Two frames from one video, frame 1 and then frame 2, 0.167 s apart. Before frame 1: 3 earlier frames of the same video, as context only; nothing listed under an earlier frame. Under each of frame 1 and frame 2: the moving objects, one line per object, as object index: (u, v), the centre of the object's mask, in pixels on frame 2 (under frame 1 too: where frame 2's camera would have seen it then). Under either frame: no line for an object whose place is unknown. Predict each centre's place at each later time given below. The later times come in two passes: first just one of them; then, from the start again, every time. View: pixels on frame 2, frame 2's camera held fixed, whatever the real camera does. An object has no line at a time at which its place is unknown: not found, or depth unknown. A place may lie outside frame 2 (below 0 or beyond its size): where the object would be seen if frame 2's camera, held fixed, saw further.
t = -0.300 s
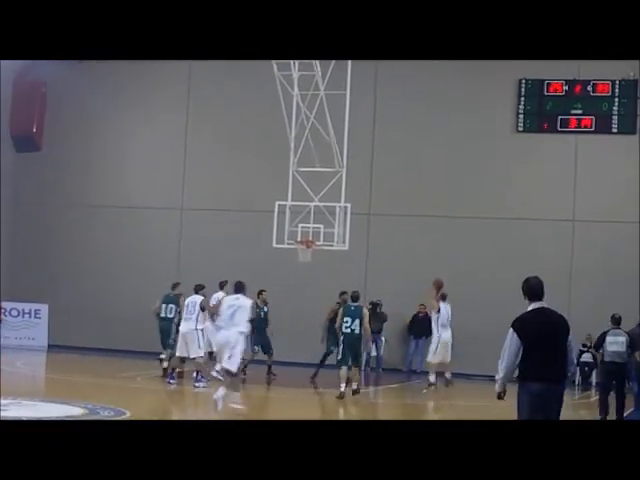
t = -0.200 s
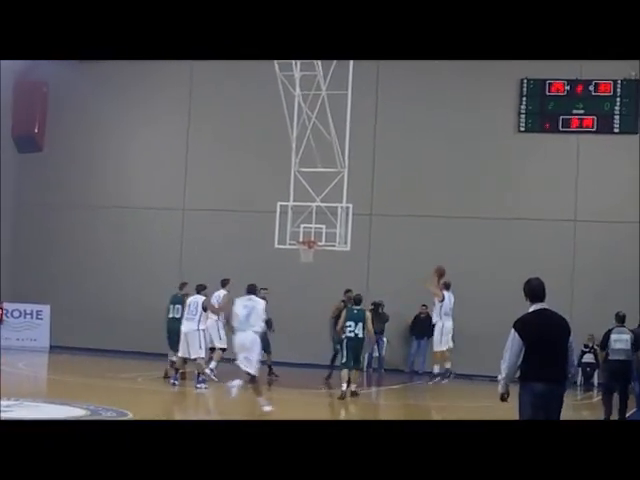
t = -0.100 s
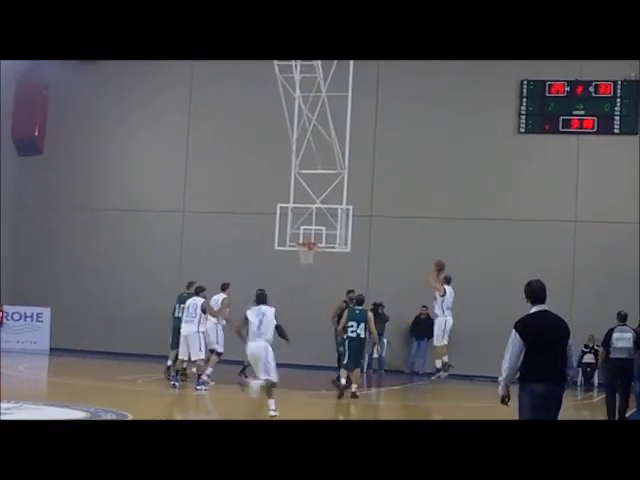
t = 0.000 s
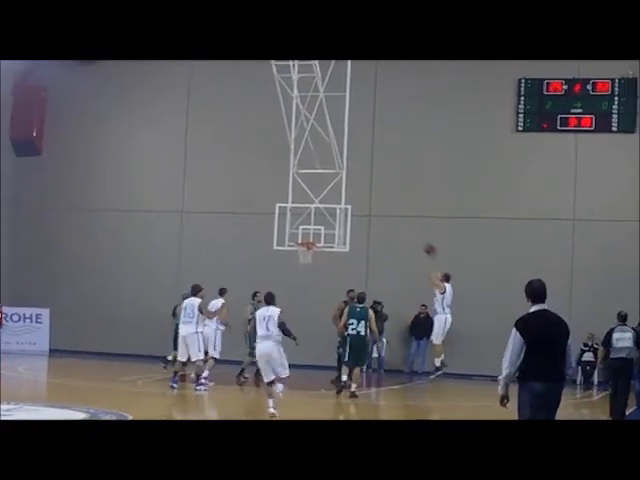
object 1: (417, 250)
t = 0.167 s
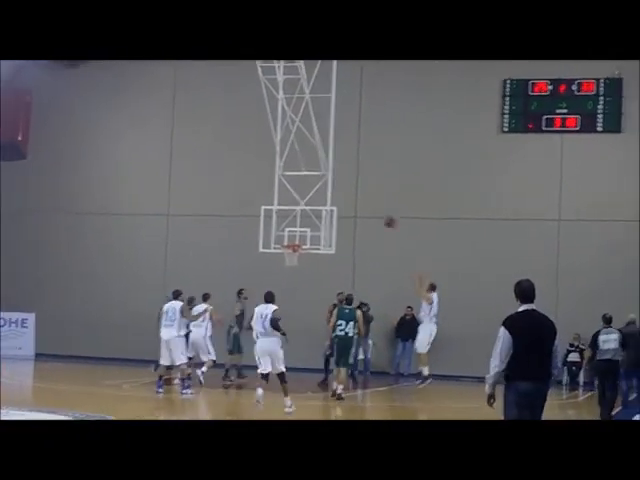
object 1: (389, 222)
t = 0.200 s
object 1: (384, 218)
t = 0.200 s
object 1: (384, 218)
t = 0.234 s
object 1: (379, 214)
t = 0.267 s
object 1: (373, 211)
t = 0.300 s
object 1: (369, 208)
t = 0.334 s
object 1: (363, 207)
